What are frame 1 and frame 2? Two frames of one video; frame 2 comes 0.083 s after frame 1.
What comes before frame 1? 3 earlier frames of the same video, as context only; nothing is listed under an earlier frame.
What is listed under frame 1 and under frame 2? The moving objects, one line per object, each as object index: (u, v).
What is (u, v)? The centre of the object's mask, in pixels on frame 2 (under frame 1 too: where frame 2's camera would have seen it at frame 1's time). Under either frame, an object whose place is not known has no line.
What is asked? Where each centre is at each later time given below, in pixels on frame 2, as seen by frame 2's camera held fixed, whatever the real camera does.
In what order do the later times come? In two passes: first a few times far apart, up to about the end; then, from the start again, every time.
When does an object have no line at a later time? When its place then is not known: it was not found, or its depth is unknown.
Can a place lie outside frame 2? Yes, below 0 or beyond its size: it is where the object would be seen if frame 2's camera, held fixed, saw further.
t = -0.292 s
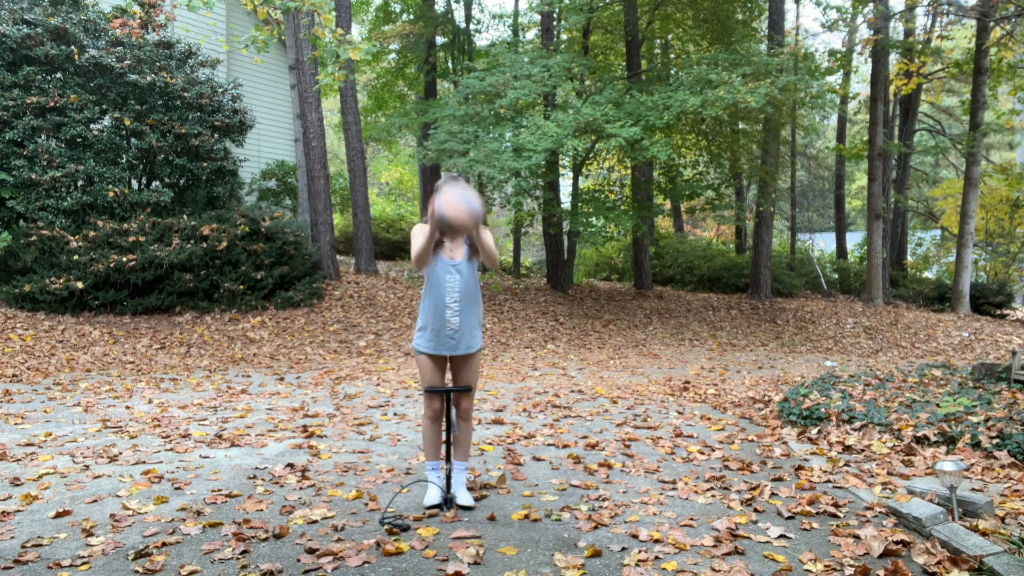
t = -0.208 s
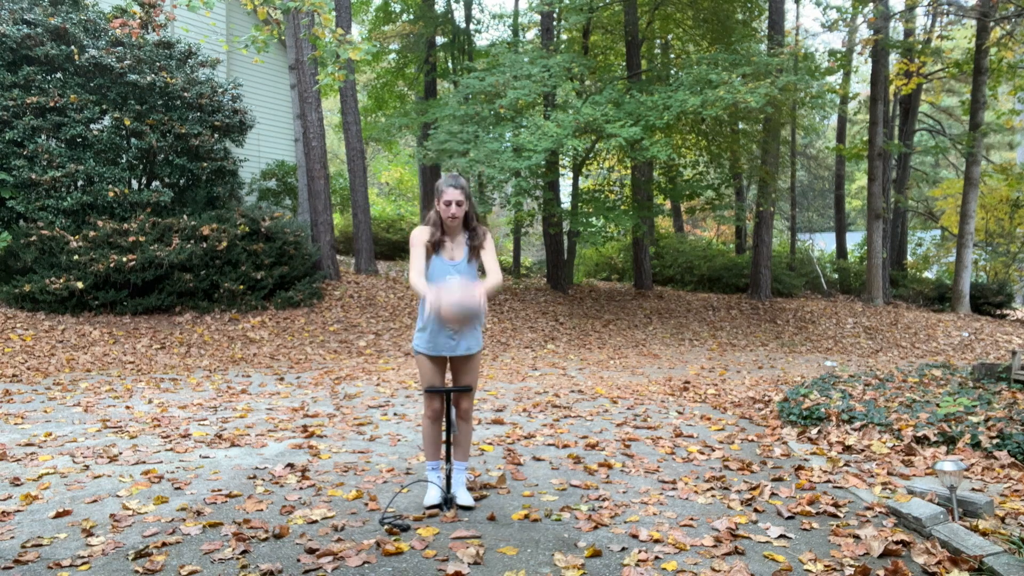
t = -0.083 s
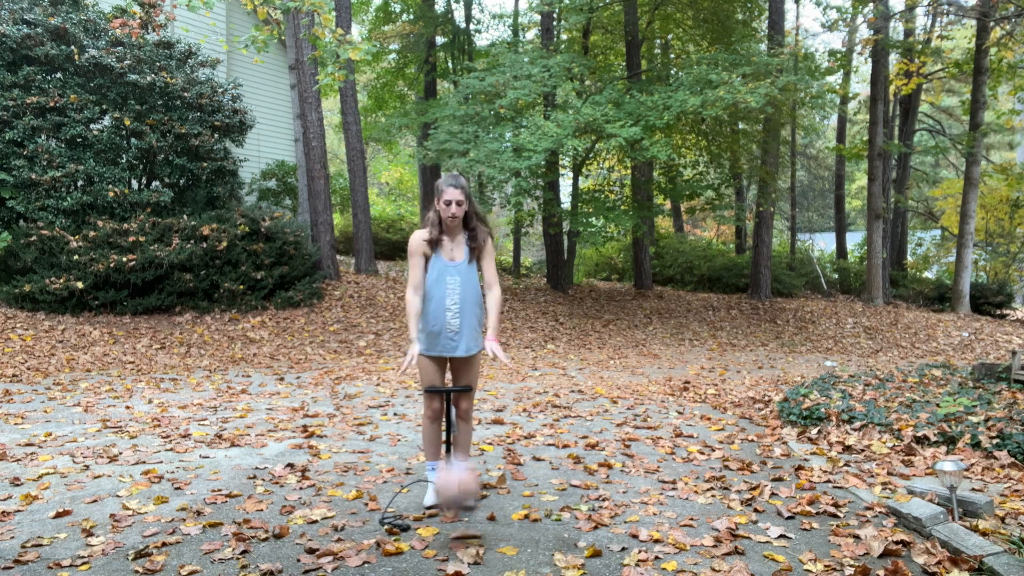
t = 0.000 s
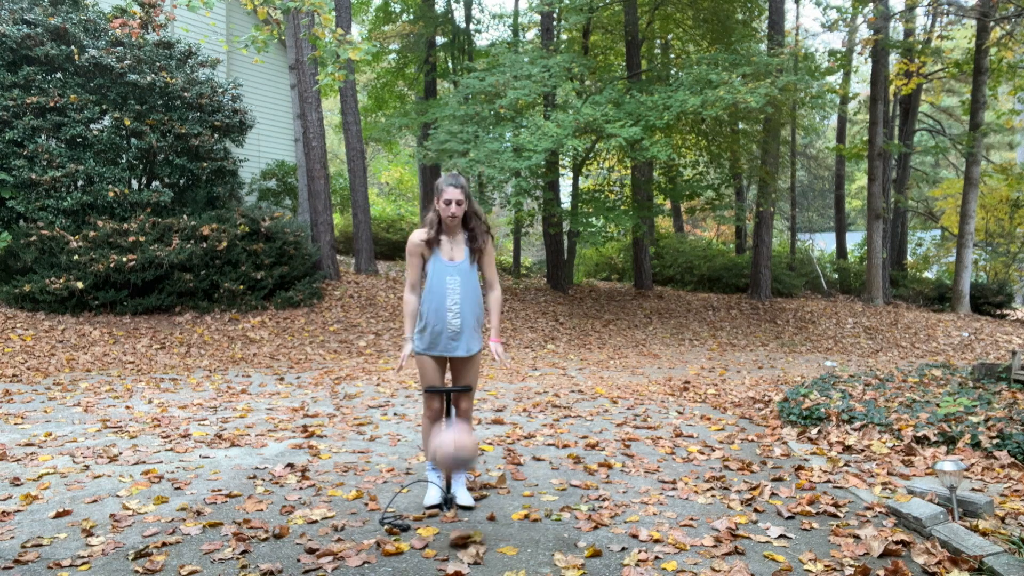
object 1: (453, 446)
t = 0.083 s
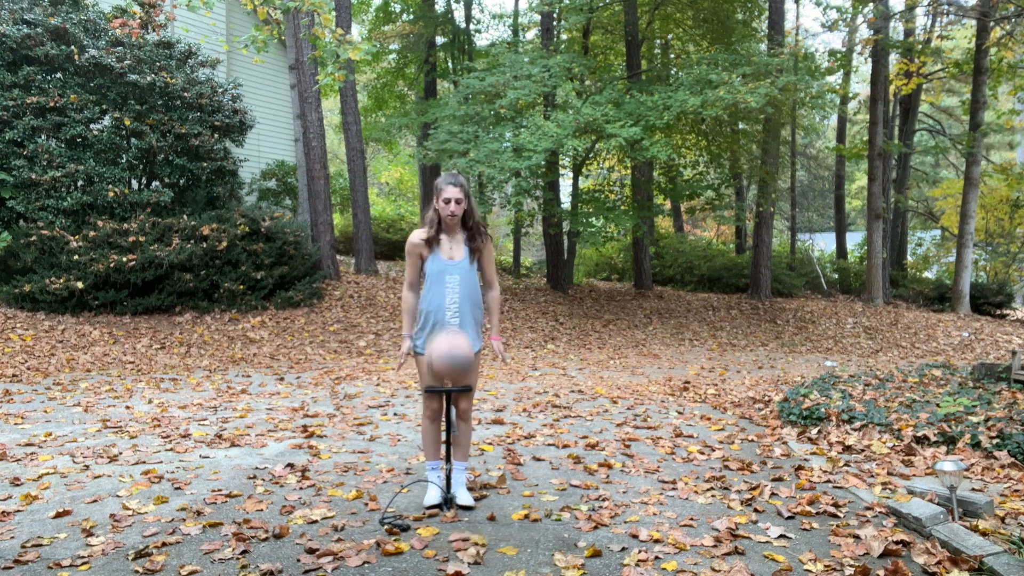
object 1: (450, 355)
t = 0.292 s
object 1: (439, 192)
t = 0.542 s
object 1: (427, 123)
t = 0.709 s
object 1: (419, 149)
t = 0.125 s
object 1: (448, 314)
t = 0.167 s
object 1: (445, 276)
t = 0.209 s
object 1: (444, 244)
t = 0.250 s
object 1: (441, 217)
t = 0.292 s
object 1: (439, 192)
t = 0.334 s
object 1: (437, 170)
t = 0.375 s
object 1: (434, 153)
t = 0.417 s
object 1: (433, 141)
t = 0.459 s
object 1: (430, 130)
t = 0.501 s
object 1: (428, 125)
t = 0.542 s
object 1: (427, 123)
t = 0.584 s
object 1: (425, 124)
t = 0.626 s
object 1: (423, 128)
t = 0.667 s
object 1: (421, 137)
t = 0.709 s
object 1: (419, 149)
